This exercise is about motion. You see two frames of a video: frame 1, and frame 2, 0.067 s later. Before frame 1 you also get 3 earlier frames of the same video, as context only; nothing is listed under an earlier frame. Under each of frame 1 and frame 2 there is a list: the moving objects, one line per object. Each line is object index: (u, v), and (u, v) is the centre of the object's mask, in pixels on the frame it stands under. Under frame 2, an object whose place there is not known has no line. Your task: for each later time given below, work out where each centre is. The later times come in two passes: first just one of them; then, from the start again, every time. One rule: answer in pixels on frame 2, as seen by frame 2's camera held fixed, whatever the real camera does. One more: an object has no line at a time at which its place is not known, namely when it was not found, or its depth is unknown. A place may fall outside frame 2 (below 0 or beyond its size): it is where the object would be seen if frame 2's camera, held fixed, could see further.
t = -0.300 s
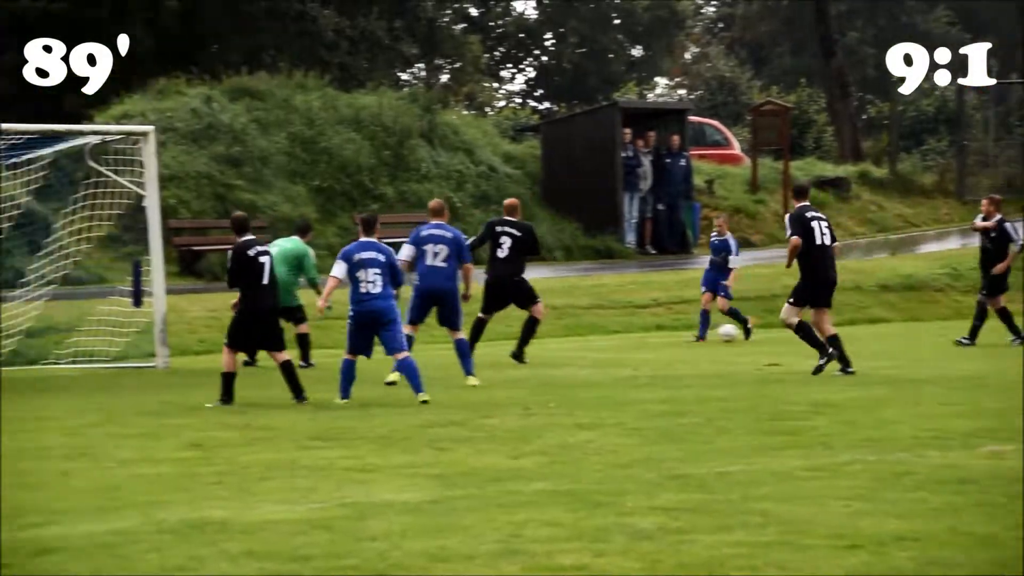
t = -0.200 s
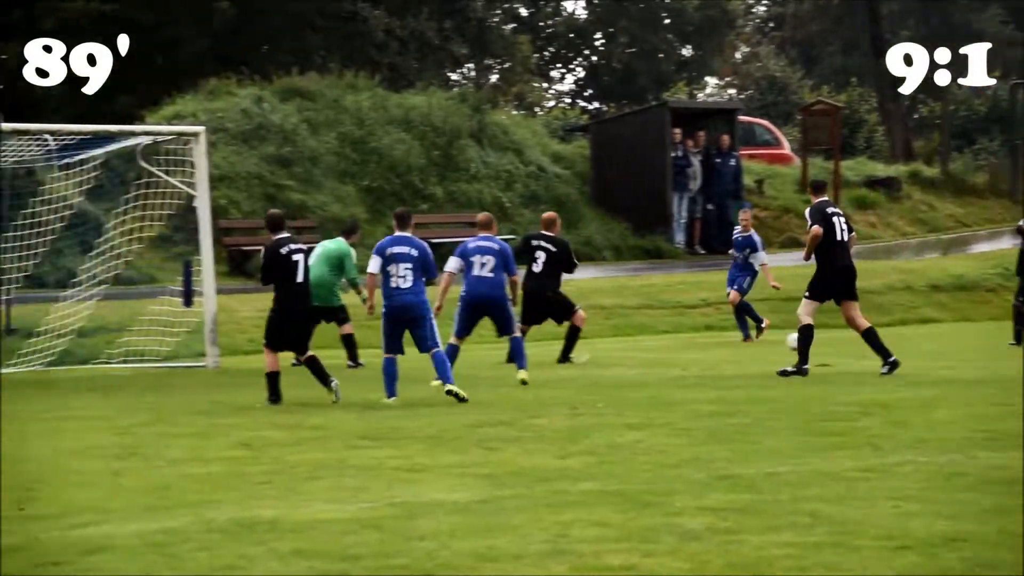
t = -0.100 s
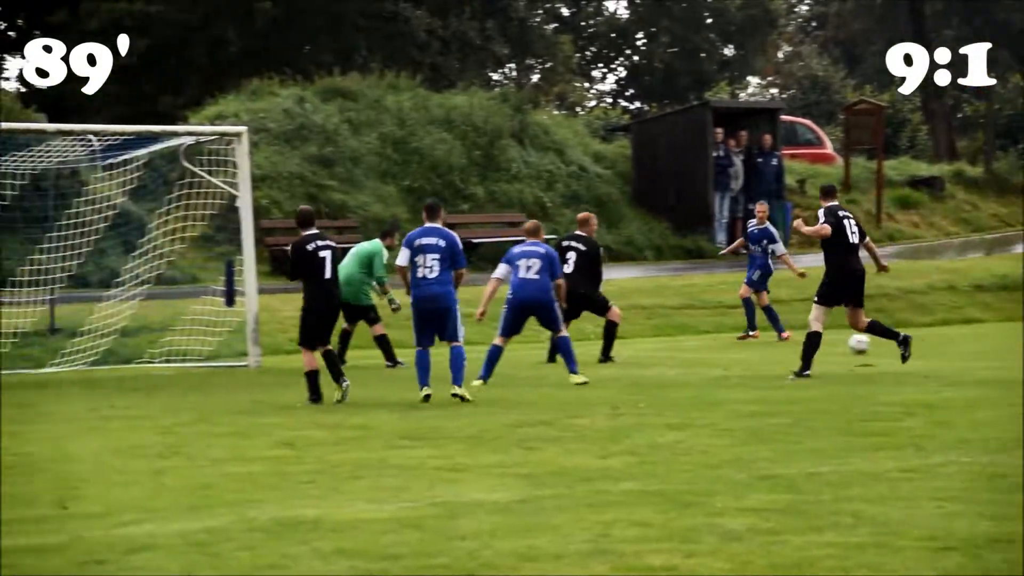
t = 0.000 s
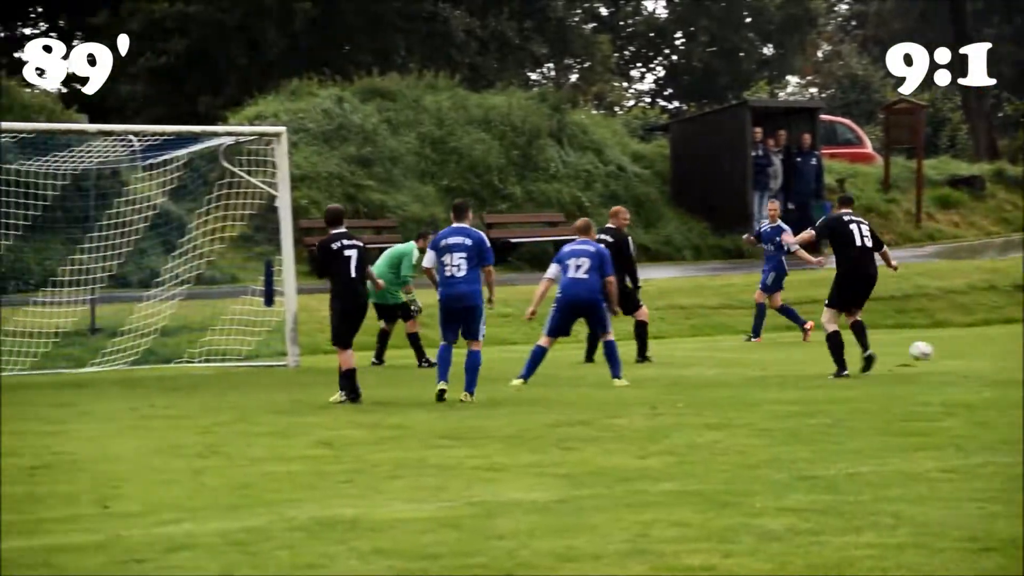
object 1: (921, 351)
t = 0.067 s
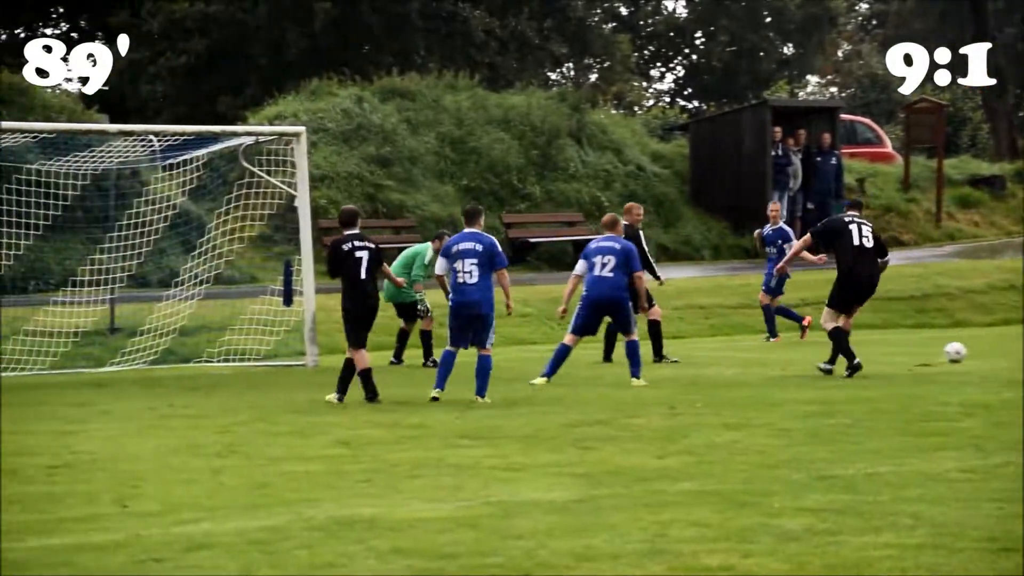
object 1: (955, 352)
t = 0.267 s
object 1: (995, 354)
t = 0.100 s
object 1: (962, 352)
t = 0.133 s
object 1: (969, 353)
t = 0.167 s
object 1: (976, 355)
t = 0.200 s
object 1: (983, 357)
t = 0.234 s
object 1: (990, 357)
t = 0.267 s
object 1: (995, 354)
